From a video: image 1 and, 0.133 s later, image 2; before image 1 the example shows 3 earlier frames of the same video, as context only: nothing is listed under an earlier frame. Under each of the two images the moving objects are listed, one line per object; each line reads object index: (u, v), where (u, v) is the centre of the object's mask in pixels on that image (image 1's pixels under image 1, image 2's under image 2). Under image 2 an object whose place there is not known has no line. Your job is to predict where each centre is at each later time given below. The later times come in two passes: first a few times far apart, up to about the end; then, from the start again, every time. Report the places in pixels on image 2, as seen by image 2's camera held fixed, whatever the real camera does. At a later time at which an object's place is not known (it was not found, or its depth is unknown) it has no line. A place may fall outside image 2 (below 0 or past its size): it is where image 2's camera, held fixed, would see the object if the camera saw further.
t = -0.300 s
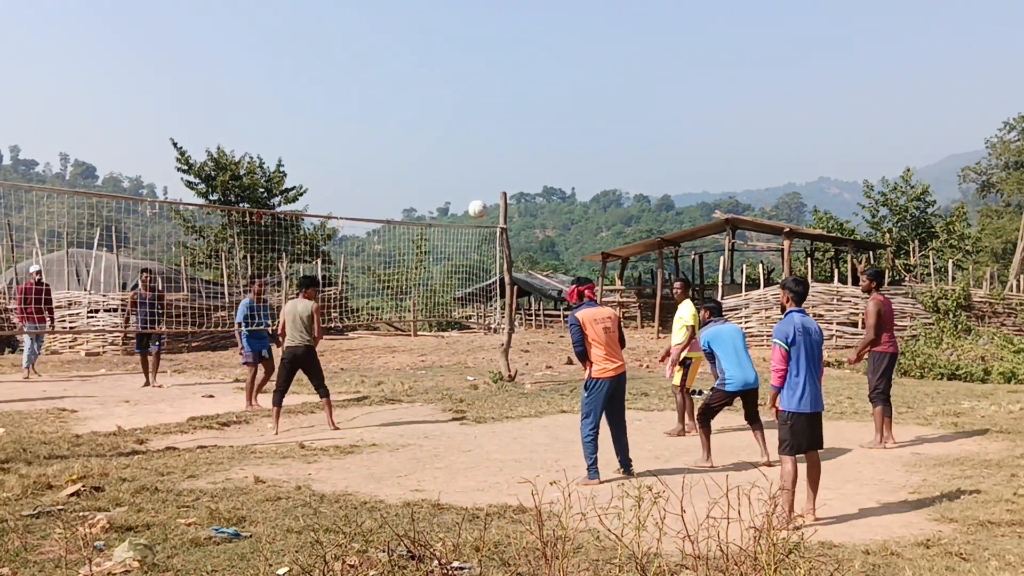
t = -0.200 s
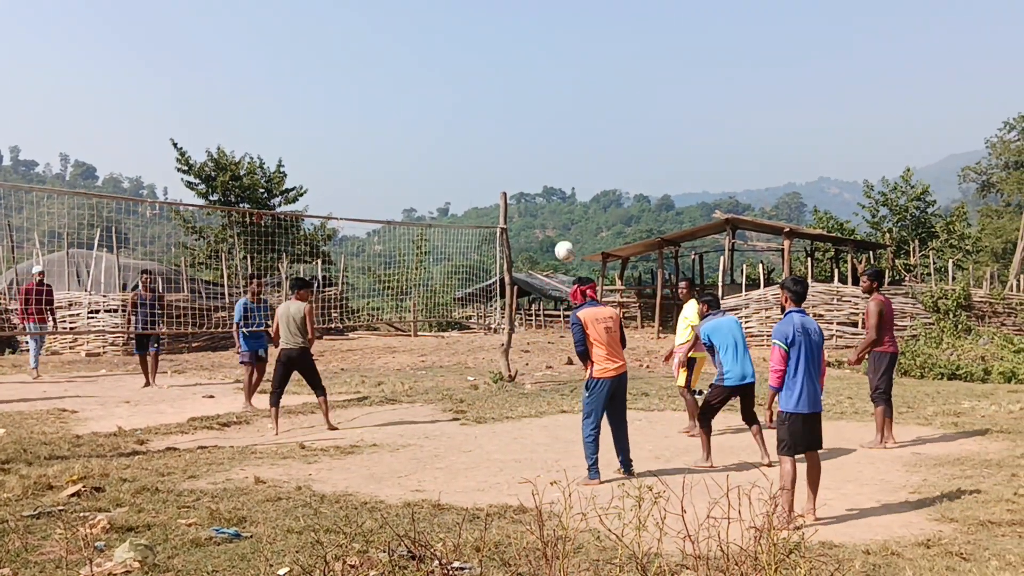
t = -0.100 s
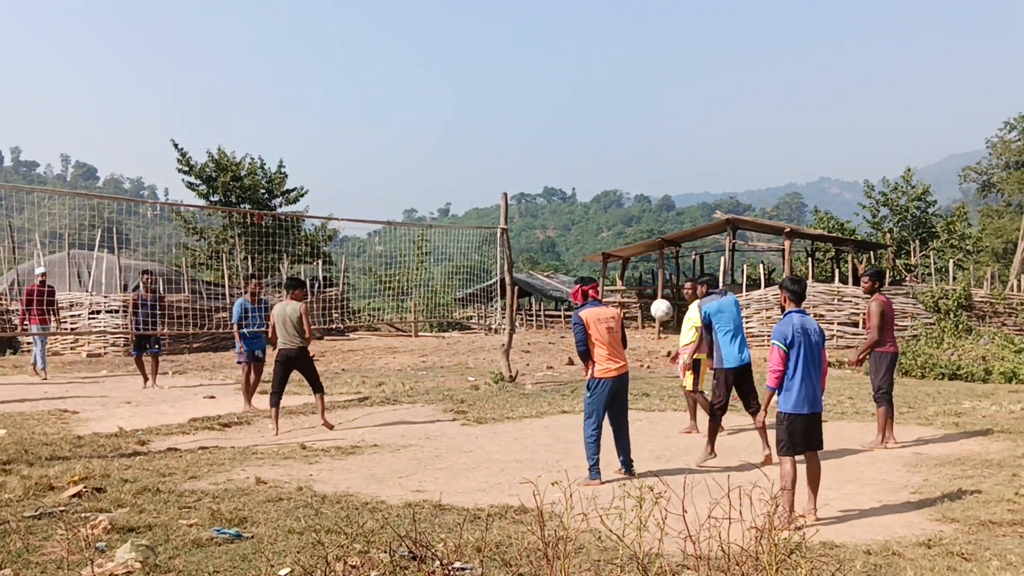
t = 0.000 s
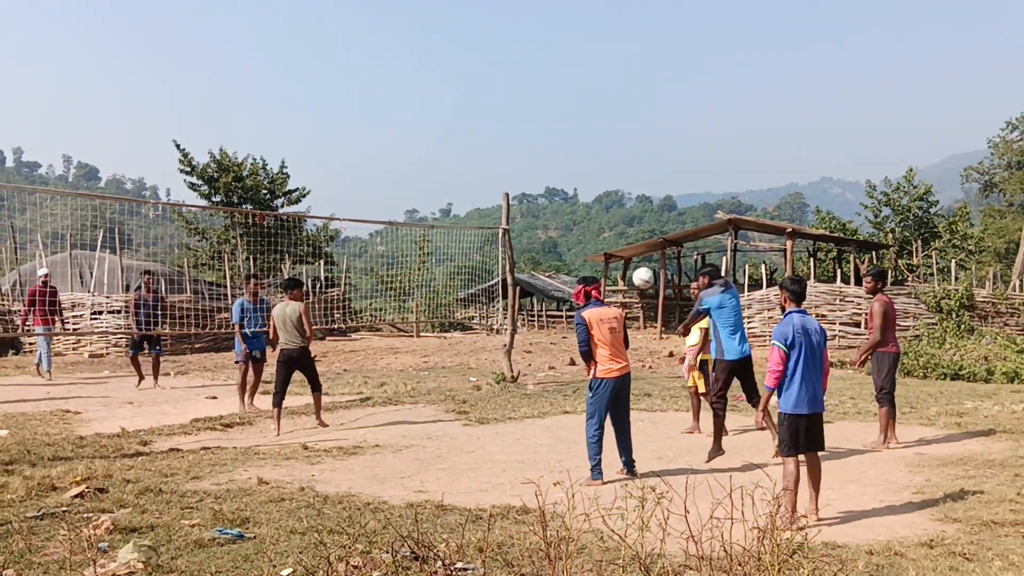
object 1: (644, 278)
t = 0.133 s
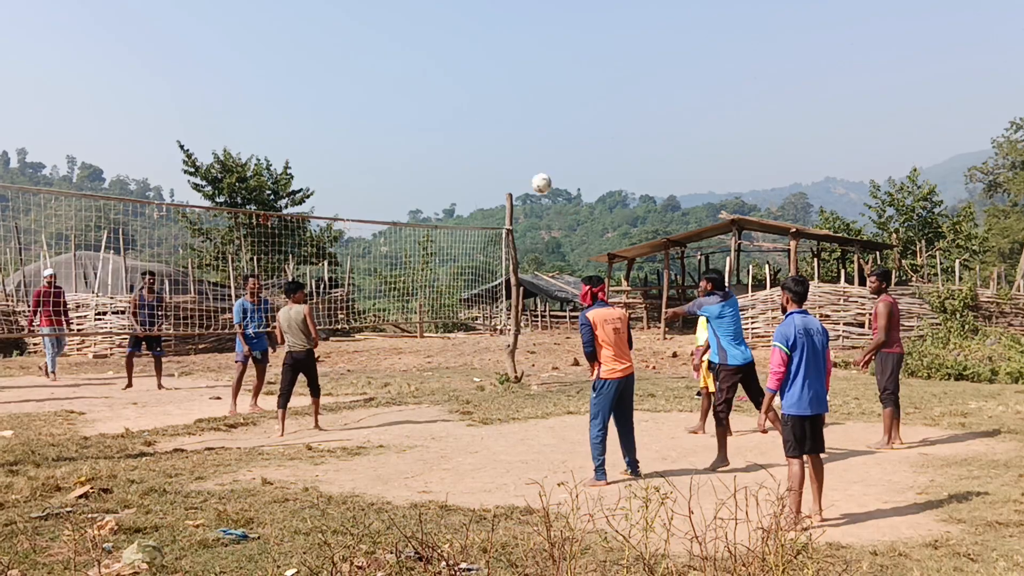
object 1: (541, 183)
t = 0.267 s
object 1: (447, 114)
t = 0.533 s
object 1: (288, 36)
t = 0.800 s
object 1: (157, 22)
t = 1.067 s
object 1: (47, 66)
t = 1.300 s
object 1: (-35, 142)
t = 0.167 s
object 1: (517, 164)
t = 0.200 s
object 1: (493, 145)
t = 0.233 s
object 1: (469, 129)
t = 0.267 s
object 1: (447, 114)
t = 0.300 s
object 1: (425, 100)
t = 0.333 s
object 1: (404, 87)
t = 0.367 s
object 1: (383, 76)
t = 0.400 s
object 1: (363, 66)
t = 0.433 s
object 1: (343, 58)
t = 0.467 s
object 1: (324, 49)
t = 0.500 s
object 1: (306, 42)
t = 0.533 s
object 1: (288, 36)
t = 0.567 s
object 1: (270, 31)
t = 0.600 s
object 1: (253, 27)
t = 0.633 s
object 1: (236, 24)
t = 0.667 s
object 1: (219, 22)
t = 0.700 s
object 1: (203, 20)
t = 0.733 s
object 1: (187, 20)
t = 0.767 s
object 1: (172, 21)
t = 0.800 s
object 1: (157, 22)
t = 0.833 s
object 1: (142, 25)
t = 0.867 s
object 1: (127, 29)
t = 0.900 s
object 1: (113, 33)
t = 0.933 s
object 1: (99, 38)
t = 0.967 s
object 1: (86, 44)
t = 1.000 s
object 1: (73, 51)
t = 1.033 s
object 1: (60, 58)
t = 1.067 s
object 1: (47, 66)
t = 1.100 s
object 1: (35, 75)
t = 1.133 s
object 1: (23, 84)
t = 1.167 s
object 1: (11, 95)
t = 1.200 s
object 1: (-1, 106)
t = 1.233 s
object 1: (-12, 117)
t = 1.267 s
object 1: (-24, 129)
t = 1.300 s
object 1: (-35, 142)
